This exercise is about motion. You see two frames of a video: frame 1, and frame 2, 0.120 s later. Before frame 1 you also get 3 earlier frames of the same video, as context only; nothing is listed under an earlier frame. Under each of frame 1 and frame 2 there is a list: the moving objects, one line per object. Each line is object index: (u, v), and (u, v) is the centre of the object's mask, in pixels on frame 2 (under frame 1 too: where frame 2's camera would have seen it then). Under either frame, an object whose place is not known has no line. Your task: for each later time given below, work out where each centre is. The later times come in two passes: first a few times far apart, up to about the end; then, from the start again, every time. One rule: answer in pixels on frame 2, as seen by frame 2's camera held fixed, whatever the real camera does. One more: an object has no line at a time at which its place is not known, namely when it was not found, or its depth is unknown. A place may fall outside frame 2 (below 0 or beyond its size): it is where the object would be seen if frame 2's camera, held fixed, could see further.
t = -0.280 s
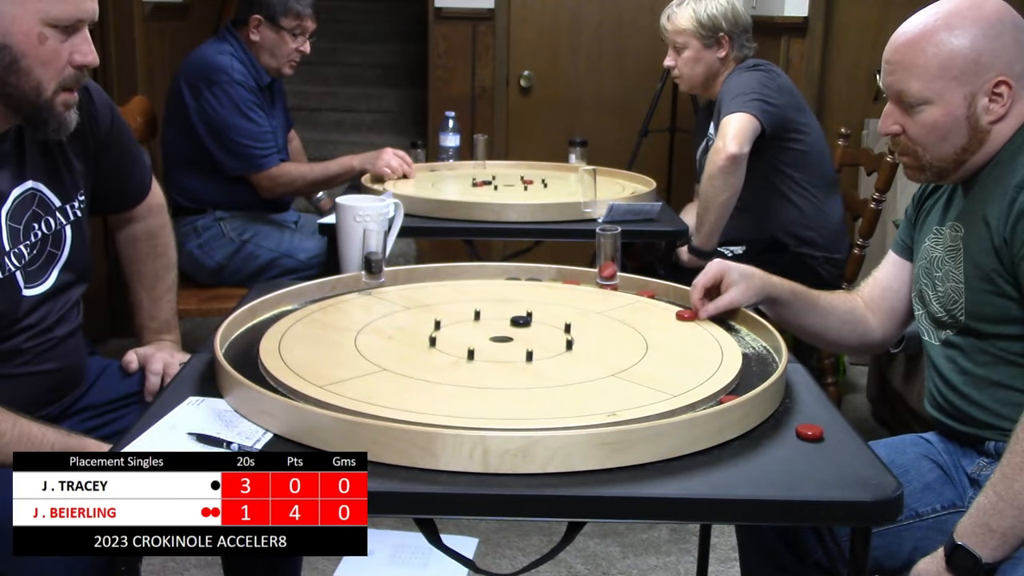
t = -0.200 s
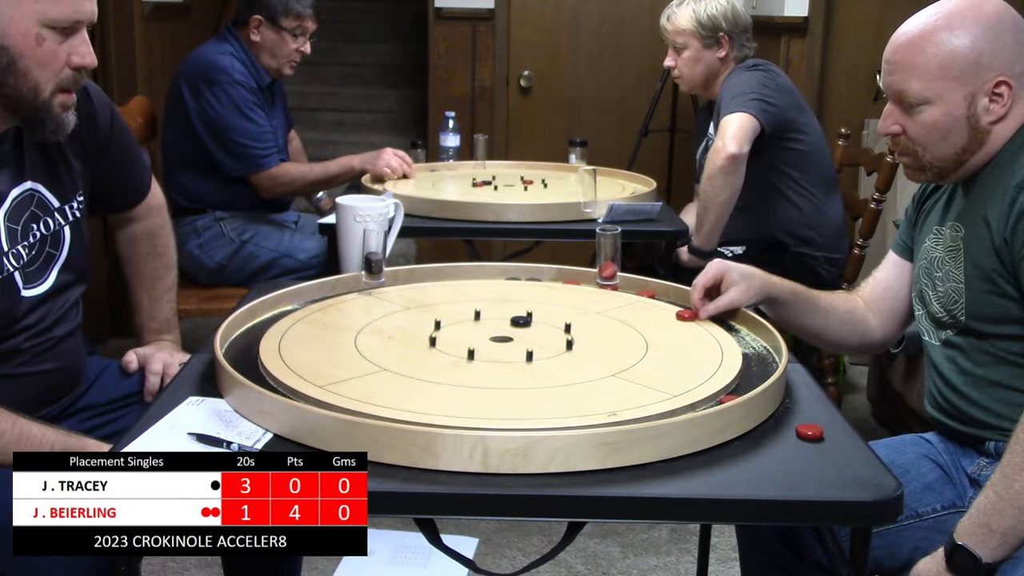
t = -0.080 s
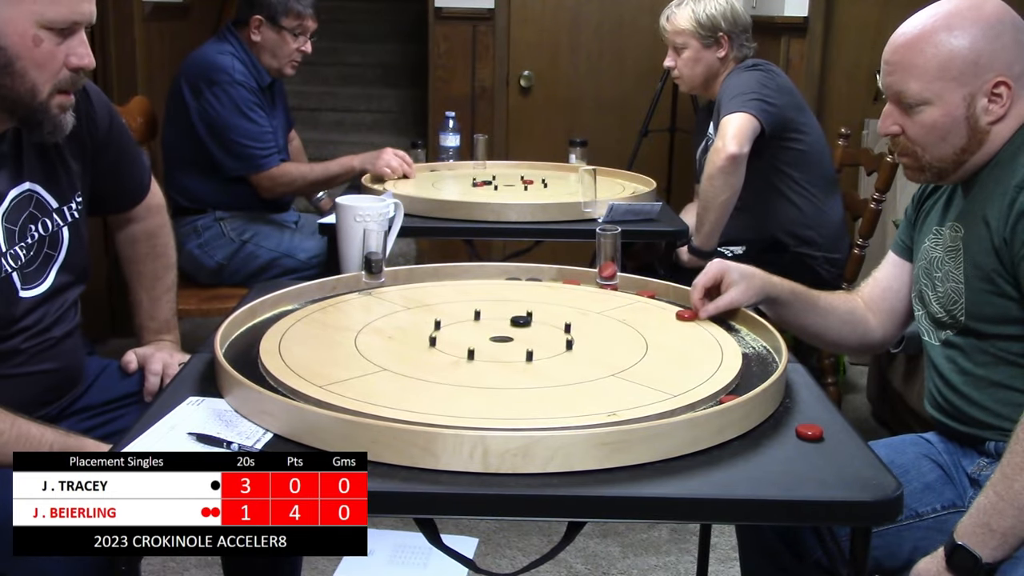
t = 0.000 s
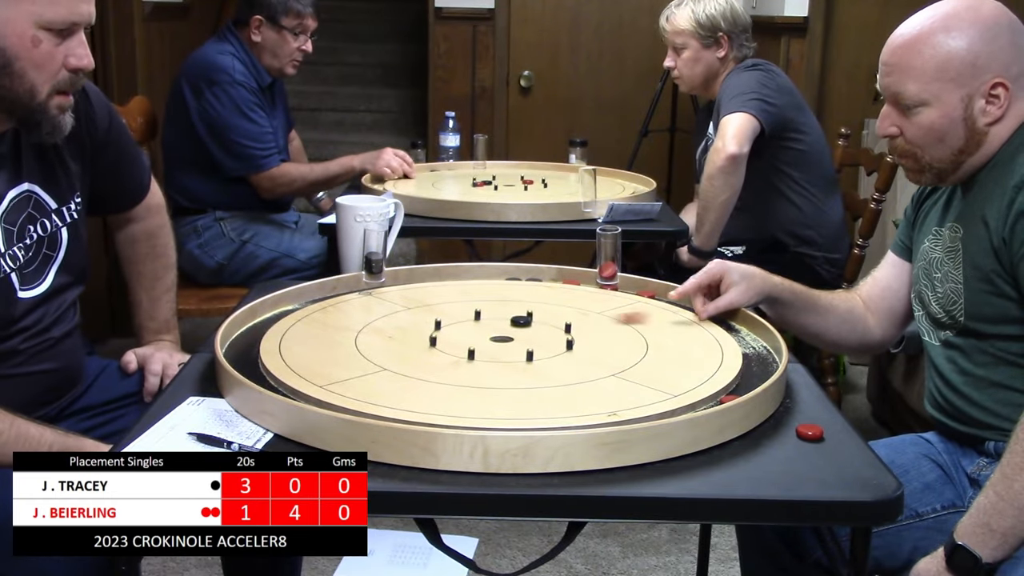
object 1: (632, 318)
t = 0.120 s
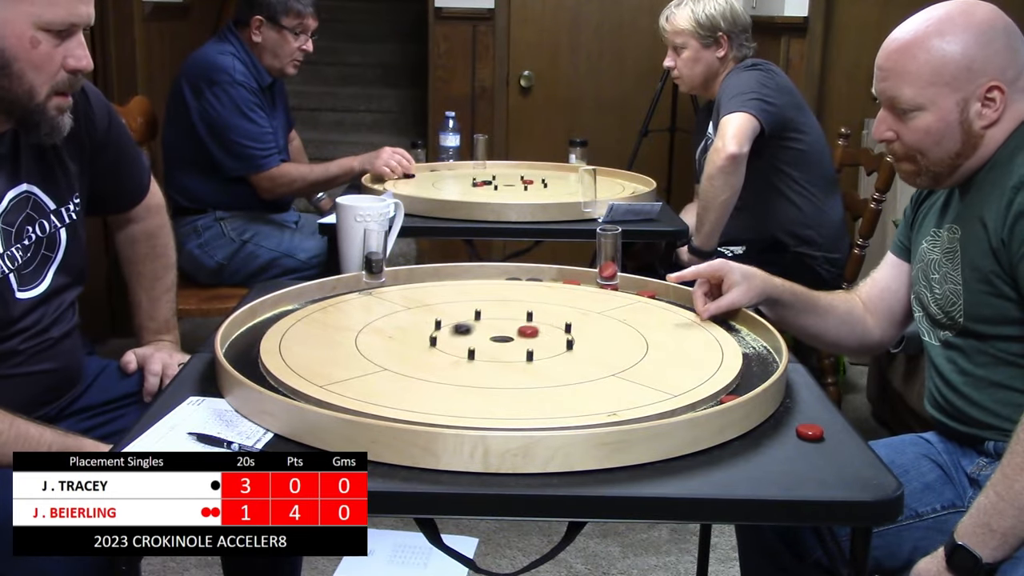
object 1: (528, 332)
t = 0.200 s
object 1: (510, 342)
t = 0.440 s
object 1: (507, 363)
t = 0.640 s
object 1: (529, 370)
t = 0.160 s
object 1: (521, 336)
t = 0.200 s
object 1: (510, 342)
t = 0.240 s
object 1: (503, 346)
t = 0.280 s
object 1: (496, 350)
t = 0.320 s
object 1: (487, 356)
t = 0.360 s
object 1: (493, 358)
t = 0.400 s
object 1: (501, 361)
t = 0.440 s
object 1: (507, 363)
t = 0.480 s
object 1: (512, 364)
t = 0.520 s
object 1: (518, 367)
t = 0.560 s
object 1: (522, 368)
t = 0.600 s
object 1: (527, 369)
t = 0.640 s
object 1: (529, 370)
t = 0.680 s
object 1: (531, 371)
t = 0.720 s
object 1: (534, 372)
